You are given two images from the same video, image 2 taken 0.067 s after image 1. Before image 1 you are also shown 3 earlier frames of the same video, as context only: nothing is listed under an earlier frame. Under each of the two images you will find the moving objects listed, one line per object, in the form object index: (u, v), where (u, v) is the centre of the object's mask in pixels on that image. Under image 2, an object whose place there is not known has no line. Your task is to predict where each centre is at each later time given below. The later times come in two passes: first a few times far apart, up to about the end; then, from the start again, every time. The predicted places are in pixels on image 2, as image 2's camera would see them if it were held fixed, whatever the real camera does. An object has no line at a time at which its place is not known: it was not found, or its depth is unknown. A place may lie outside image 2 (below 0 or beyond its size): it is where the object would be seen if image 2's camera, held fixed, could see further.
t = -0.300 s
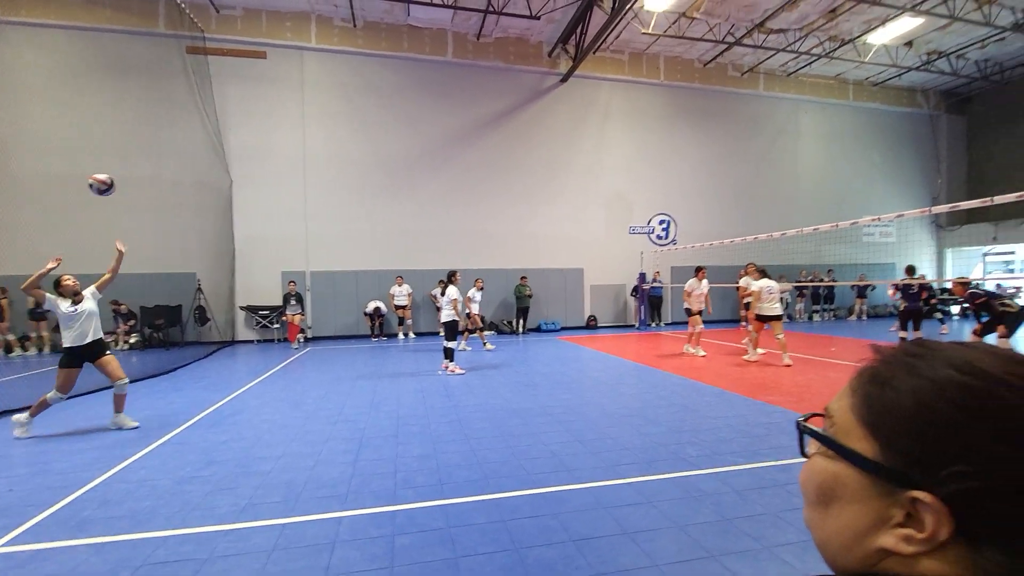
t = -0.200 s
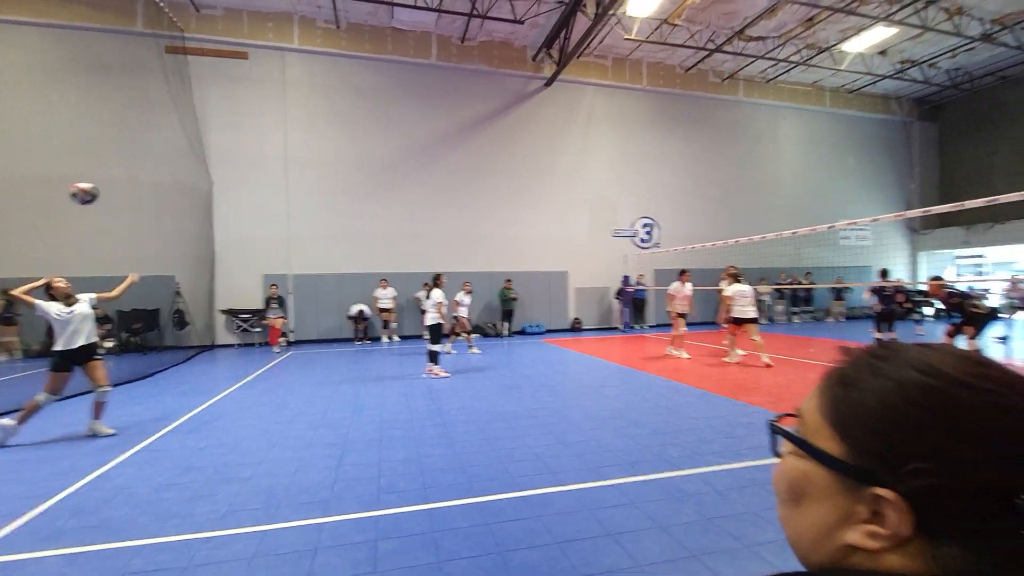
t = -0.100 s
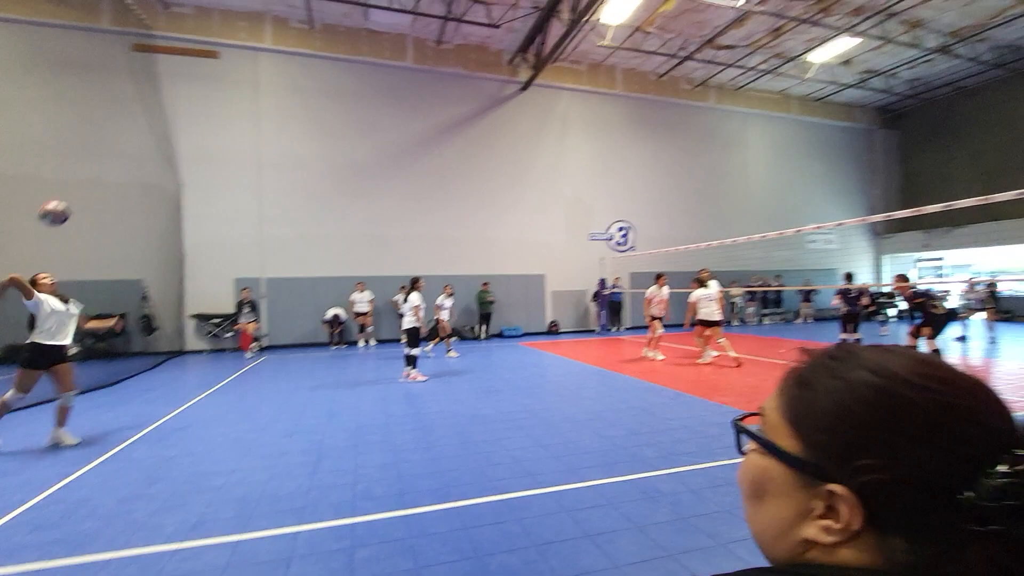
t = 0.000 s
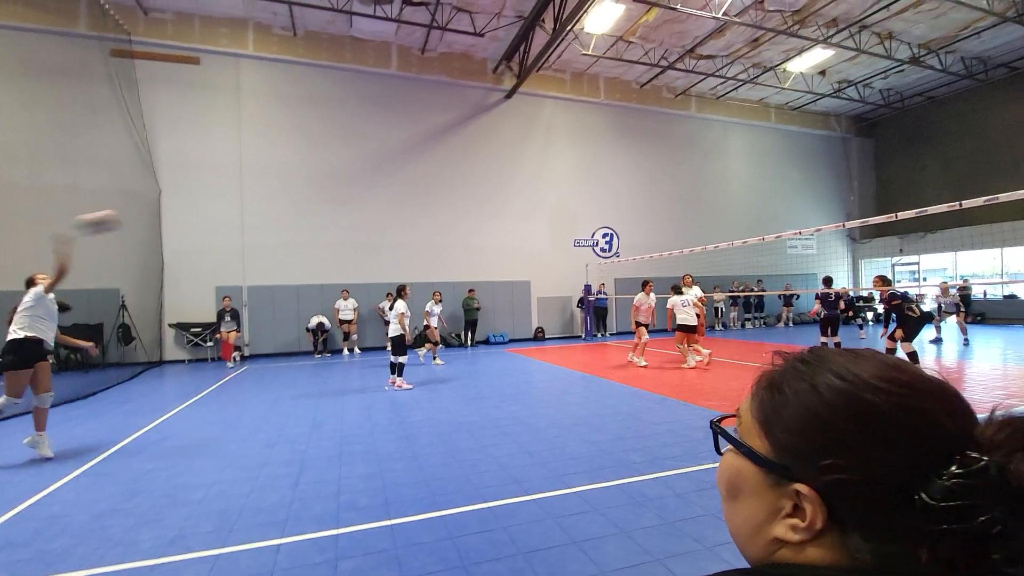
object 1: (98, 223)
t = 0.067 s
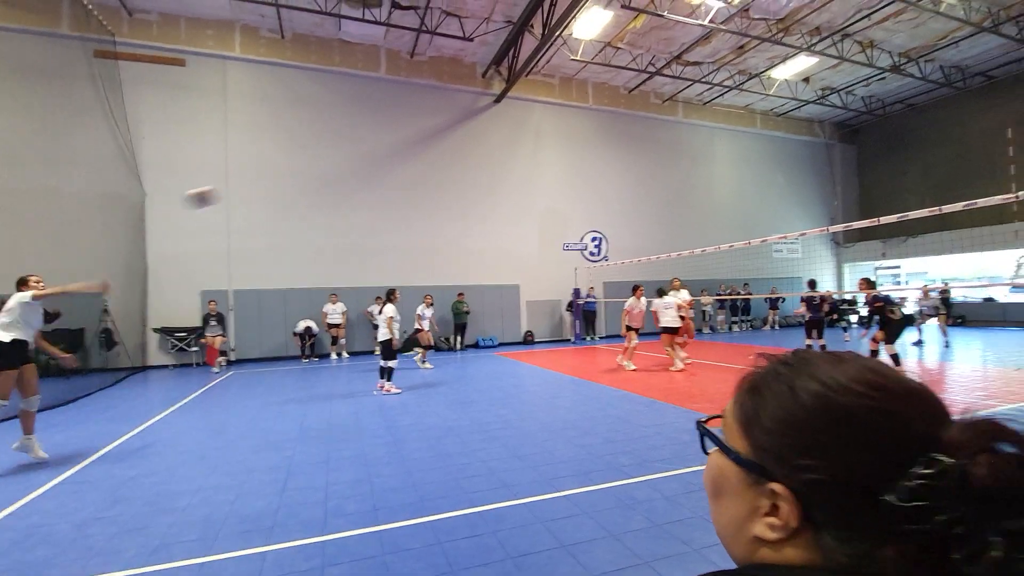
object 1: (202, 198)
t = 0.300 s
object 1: (479, 147)
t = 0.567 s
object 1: (672, 138)
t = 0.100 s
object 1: (252, 186)
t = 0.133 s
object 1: (297, 176)
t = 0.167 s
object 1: (340, 168)
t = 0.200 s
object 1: (378, 161)
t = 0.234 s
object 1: (414, 155)
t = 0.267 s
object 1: (448, 151)
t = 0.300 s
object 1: (479, 147)
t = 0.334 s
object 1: (509, 143)
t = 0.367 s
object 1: (537, 141)
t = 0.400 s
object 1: (563, 139)
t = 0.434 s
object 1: (587, 137)
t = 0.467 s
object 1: (610, 136)
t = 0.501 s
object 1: (632, 136)
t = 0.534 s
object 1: (653, 136)
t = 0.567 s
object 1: (672, 138)
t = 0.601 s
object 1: (690, 140)
